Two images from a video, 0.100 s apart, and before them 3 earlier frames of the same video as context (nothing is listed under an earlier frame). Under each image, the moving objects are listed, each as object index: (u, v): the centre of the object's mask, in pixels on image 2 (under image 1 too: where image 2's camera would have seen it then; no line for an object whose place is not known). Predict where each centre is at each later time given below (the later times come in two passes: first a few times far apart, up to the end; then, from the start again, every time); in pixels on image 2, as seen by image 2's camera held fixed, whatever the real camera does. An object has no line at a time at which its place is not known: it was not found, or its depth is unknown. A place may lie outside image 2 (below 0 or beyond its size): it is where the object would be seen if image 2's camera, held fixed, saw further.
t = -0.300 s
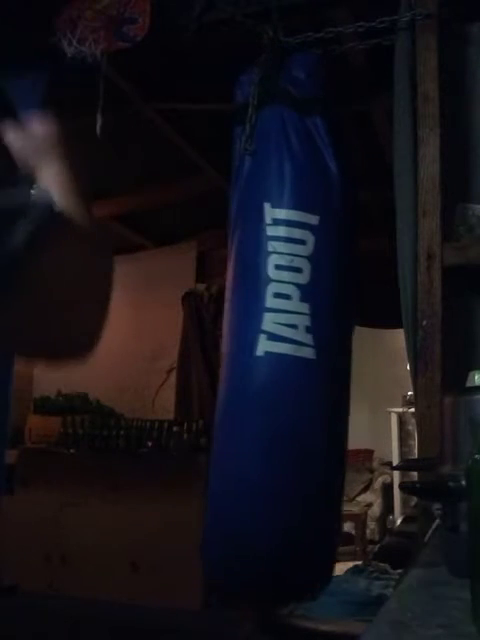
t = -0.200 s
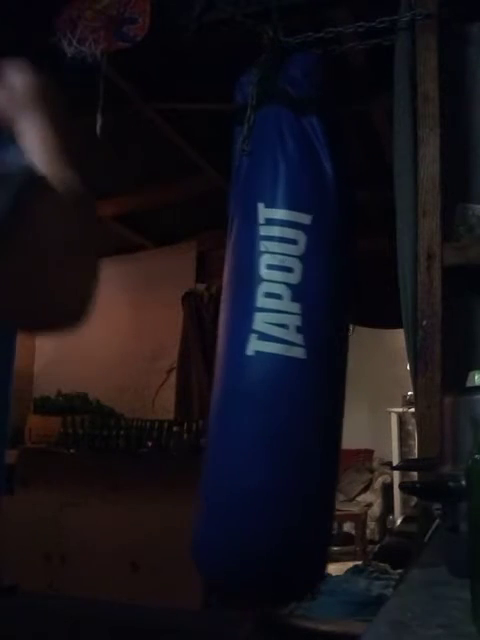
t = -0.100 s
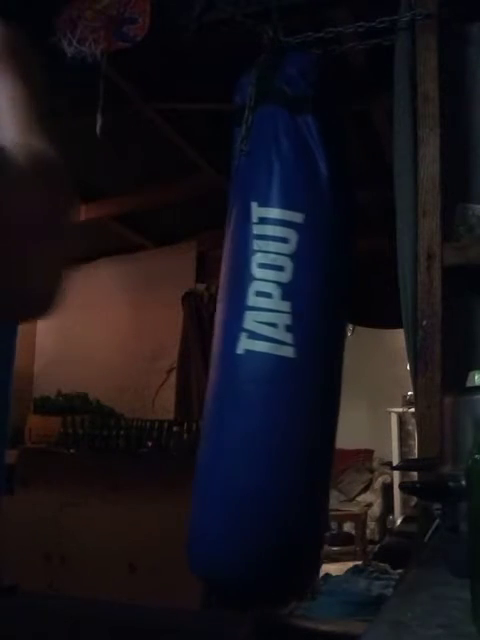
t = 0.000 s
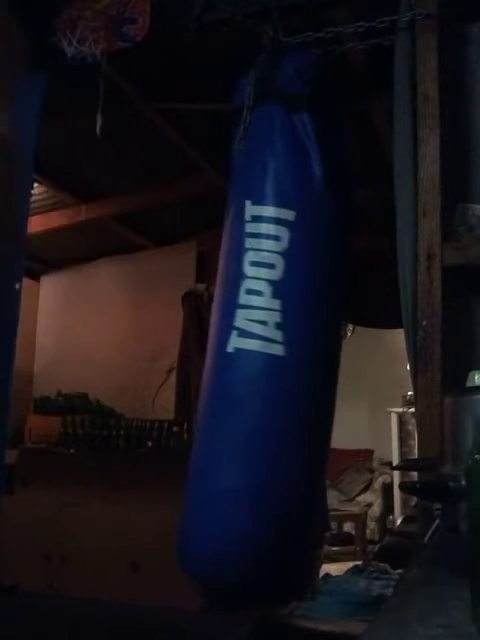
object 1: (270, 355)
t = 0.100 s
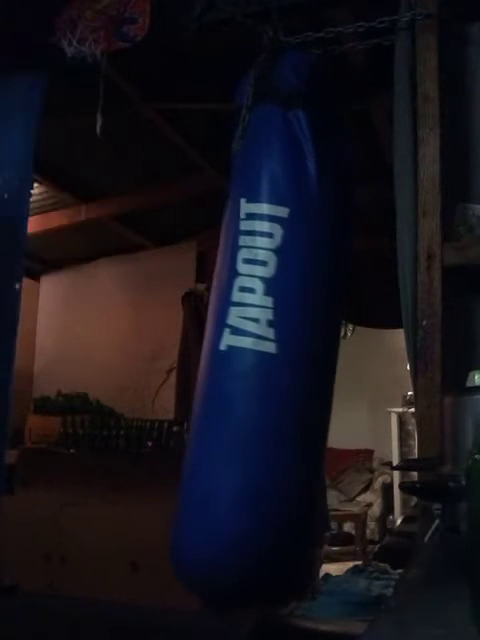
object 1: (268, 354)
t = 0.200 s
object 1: (265, 360)
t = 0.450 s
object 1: (264, 361)
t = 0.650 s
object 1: (266, 366)
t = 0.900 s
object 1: (279, 362)
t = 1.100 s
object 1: (286, 358)
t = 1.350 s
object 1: (288, 356)
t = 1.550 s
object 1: (285, 355)
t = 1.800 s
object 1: (277, 352)
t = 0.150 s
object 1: (267, 354)
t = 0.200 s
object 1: (265, 360)
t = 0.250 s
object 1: (264, 360)
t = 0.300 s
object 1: (263, 361)
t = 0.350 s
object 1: (263, 361)
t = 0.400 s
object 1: (263, 362)
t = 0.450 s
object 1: (264, 361)
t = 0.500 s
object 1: (265, 360)
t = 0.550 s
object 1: (265, 361)
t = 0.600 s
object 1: (264, 366)
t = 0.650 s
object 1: (266, 366)
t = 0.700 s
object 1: (269, 364)
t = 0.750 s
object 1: (271, 365)
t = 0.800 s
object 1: (274, 365)
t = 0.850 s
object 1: (276, 363)
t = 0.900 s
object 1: (279, 362)
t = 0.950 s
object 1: (281, 361)
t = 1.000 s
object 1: (283, 359)
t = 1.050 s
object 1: (285, 358)
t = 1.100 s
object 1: (286, 358)
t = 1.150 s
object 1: (288, 358)
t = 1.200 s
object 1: (288, 357)
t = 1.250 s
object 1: (288, 357)
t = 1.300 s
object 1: (288, 355)
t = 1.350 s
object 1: (288, 356)
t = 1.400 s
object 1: (288, 355)
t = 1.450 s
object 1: (287, 355)
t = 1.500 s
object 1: (286, 355)
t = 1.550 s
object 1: (285, 355)
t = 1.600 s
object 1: (283, 354)
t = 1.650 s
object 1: (282, 354)
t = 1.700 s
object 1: (281, 353)
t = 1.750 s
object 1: (279, 352)
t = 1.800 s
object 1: (277, 352)
